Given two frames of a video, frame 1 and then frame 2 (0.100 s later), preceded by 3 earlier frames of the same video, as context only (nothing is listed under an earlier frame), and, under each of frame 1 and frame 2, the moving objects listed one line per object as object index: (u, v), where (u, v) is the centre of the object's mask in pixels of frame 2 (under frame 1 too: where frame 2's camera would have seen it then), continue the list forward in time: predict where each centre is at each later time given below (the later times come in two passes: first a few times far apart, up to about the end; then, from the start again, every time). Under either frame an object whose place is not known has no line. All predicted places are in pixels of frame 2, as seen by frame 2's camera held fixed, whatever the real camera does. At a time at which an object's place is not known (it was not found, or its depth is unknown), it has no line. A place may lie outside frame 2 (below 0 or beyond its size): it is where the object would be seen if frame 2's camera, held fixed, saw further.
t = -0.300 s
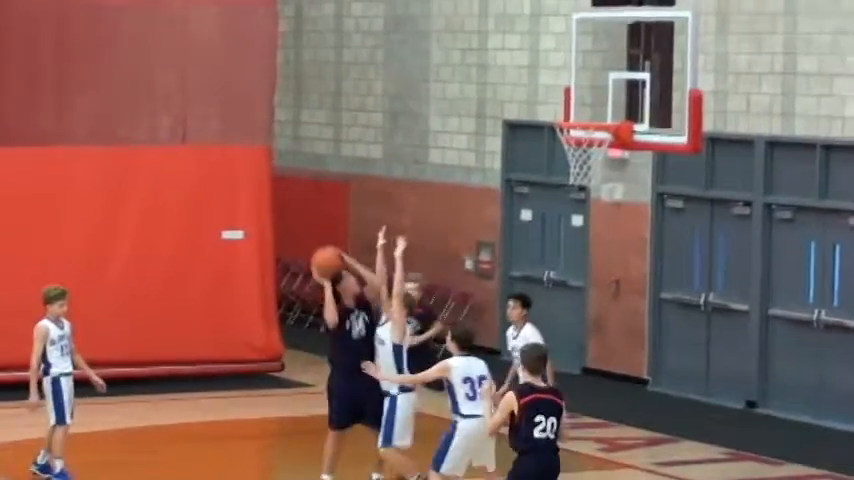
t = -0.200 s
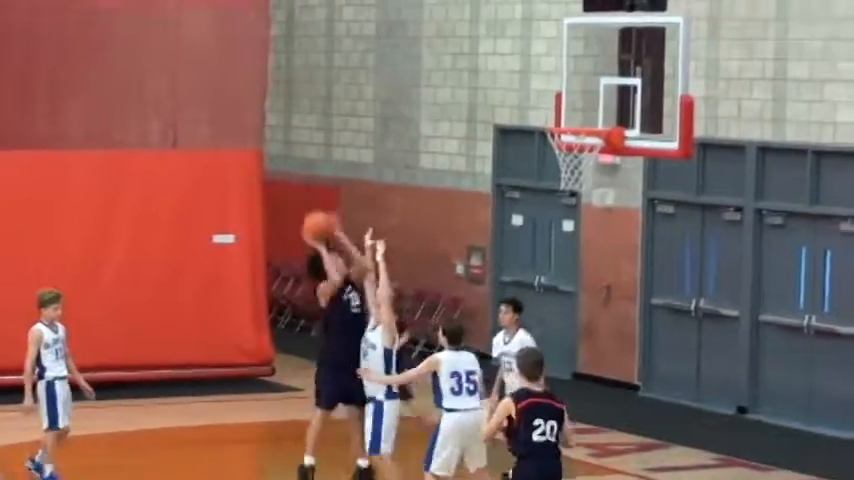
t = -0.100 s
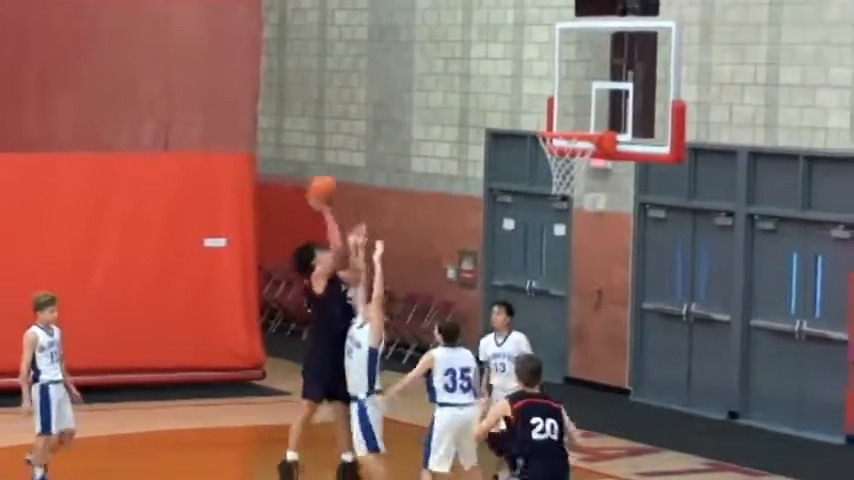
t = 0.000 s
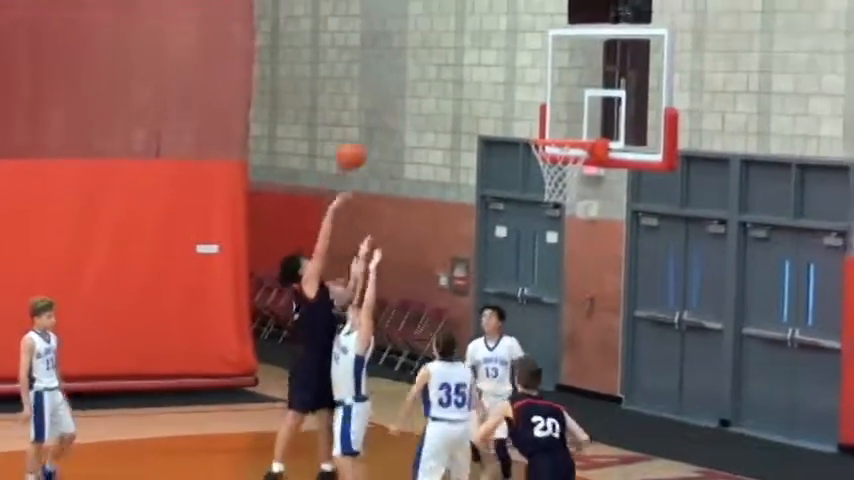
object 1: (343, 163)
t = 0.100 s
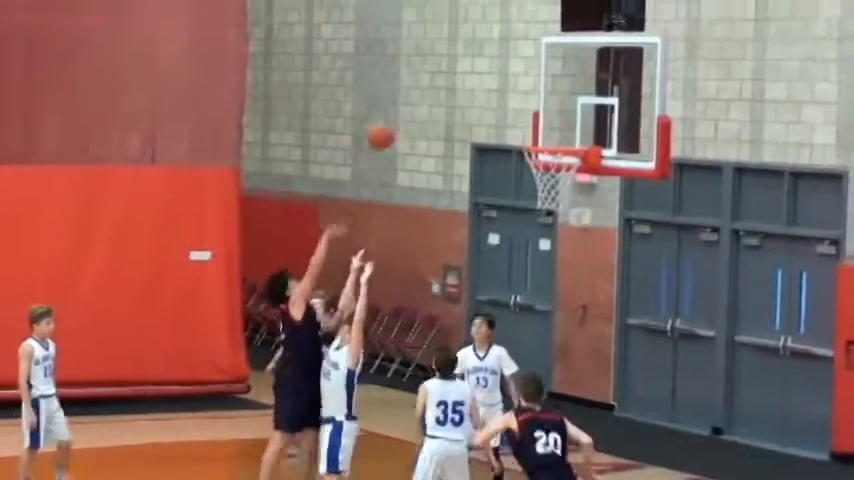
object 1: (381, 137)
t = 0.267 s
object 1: (442, 115)
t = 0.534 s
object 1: (507, 128)
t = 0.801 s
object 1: (467, 135)
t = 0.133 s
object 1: (395, 127)
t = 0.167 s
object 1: (405, 122)
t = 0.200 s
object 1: (418, 118)
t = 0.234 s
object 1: (429, 115)
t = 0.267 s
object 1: (442, 115)
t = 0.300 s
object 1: (454, 114)
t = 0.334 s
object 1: (464, 116)
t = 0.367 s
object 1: (477, 118)
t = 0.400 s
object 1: (491, 123)
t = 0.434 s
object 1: (501, 127)
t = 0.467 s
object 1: (513, 135)
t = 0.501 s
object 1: (513, 135)
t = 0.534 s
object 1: (507, 128)
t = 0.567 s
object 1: (502, 125)
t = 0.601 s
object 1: (497, 123)
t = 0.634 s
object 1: (492, 122)
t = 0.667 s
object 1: (487, 121)
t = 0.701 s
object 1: (482, 123)
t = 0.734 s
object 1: (476, 125)
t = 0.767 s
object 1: (472, 130)
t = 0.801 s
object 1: (467, 135)
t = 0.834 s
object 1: (463, 141)
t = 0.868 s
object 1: (455, 151)
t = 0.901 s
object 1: (450, 159)
